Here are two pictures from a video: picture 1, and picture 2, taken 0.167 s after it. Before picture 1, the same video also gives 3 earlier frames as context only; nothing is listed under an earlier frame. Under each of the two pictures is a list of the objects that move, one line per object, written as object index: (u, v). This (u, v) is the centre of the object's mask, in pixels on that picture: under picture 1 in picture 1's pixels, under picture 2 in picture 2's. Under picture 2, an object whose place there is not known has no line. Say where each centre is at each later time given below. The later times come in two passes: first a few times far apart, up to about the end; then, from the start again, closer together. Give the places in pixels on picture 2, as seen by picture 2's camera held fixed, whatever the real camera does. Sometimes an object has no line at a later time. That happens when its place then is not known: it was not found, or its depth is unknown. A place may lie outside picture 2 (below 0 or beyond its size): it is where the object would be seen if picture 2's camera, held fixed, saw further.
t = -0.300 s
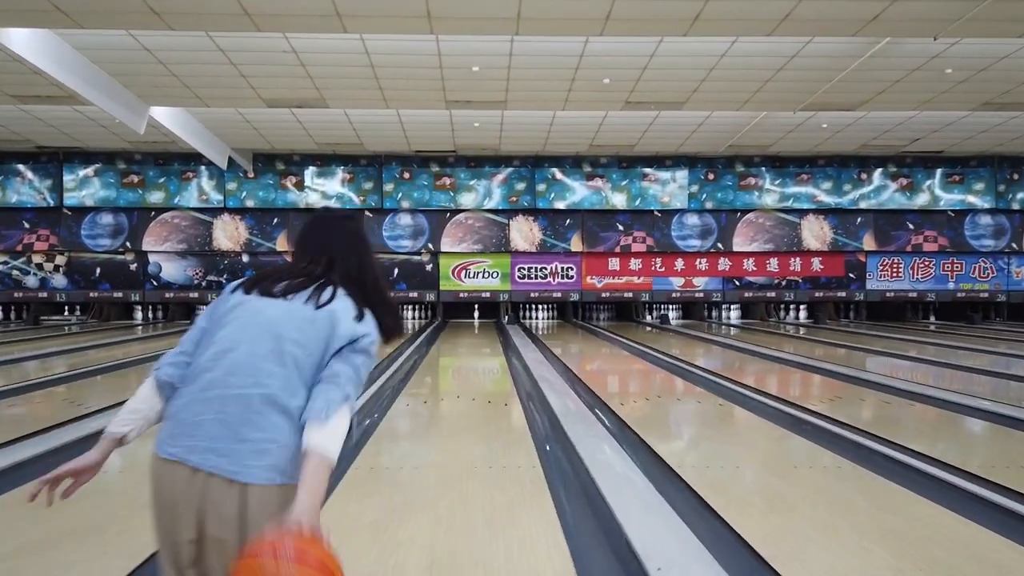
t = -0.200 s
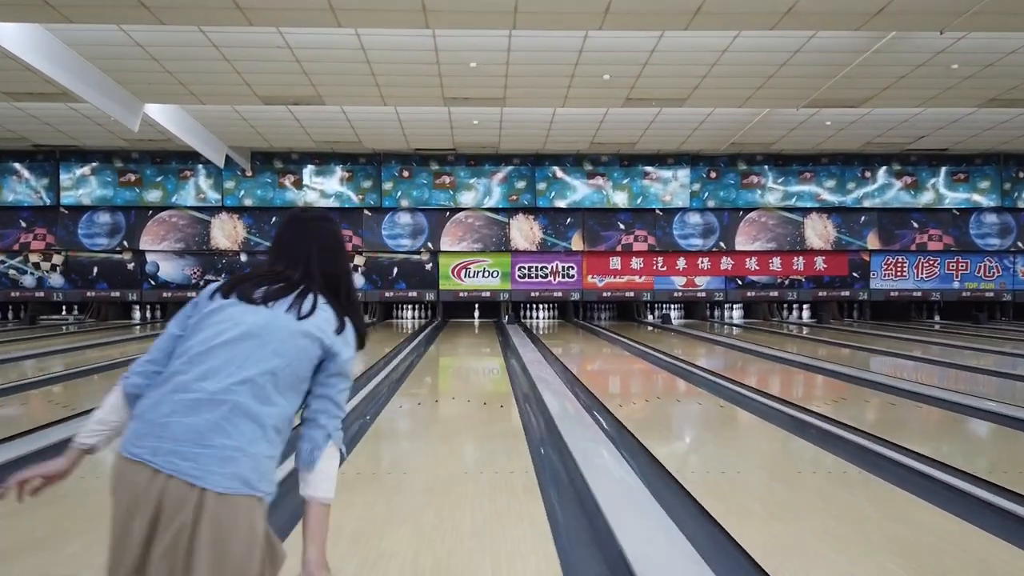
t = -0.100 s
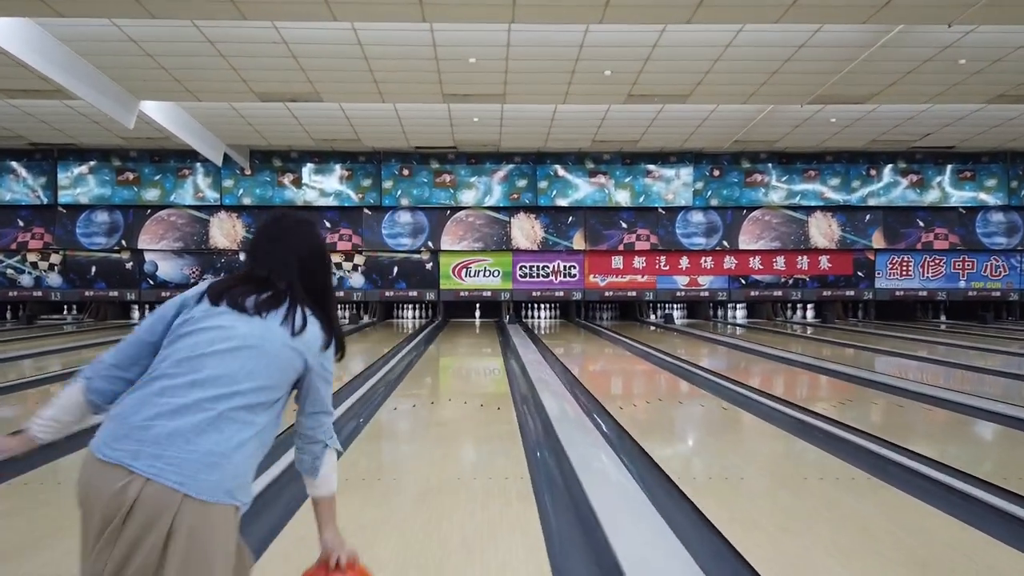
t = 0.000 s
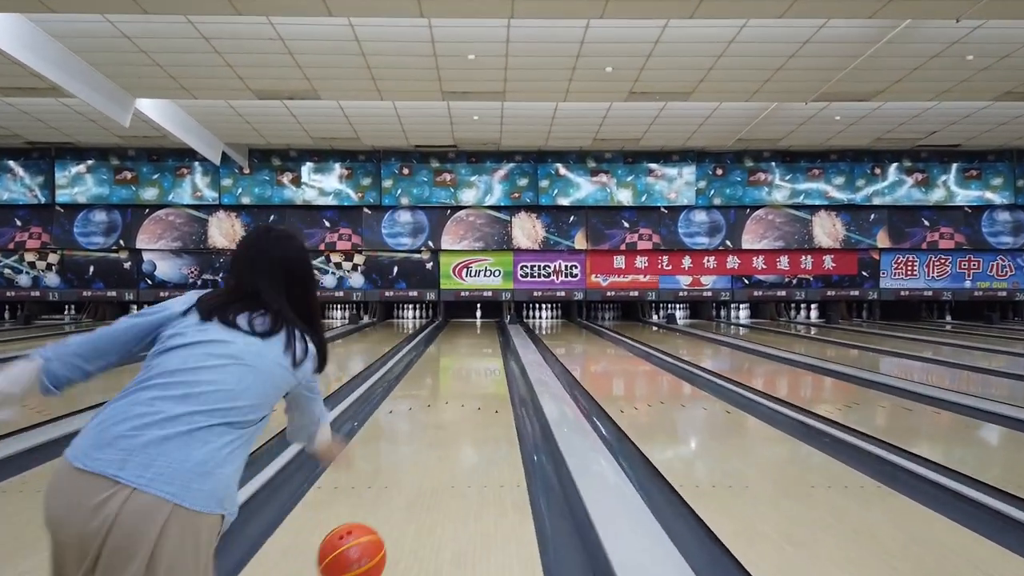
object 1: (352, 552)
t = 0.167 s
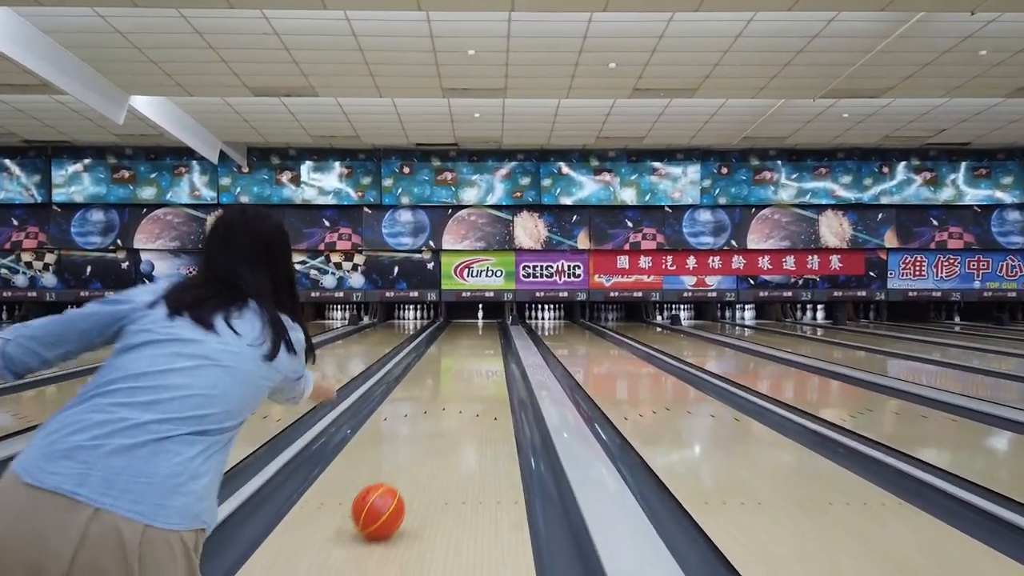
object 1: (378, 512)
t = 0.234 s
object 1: (389, 489)
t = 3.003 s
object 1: (466, 325)
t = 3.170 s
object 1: (466, 324)
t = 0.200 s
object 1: (384, 500)
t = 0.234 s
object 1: (389, 489)
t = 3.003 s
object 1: (466, 325)
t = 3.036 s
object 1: (466, 325)
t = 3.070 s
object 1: (465, 325)
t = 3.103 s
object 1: (466, 324)
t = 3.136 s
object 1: (466, 324)
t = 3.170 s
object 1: (466, 324)
